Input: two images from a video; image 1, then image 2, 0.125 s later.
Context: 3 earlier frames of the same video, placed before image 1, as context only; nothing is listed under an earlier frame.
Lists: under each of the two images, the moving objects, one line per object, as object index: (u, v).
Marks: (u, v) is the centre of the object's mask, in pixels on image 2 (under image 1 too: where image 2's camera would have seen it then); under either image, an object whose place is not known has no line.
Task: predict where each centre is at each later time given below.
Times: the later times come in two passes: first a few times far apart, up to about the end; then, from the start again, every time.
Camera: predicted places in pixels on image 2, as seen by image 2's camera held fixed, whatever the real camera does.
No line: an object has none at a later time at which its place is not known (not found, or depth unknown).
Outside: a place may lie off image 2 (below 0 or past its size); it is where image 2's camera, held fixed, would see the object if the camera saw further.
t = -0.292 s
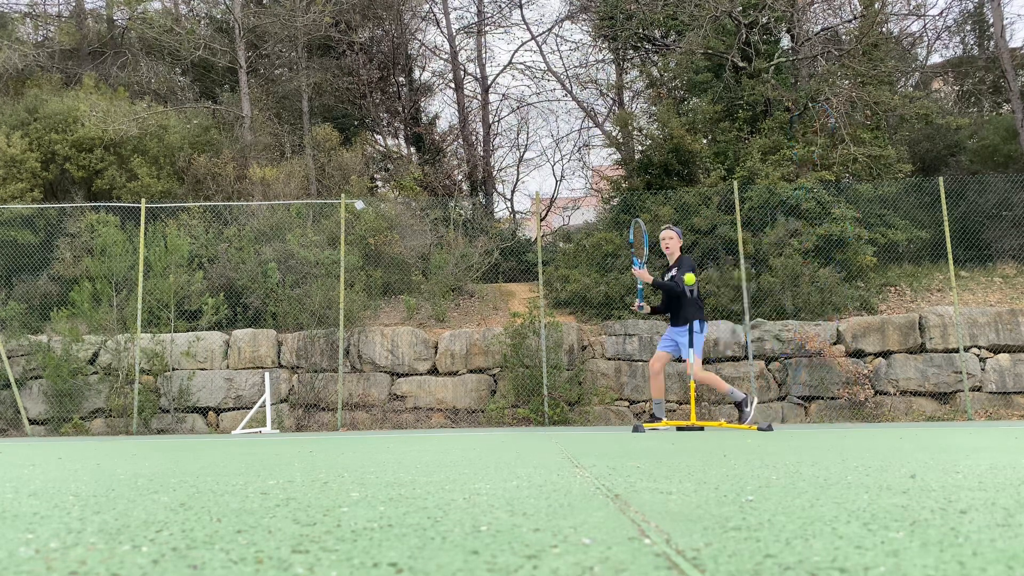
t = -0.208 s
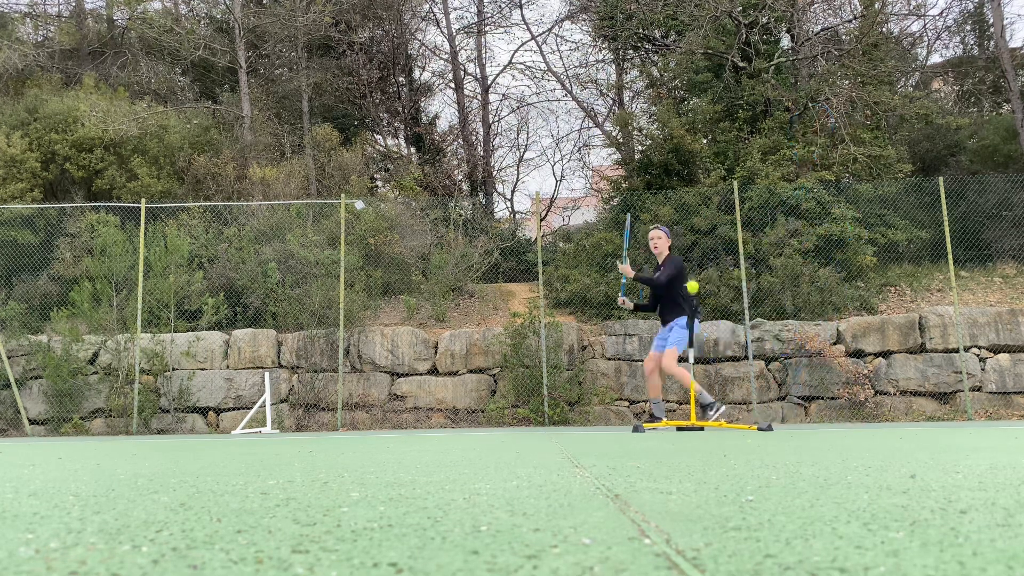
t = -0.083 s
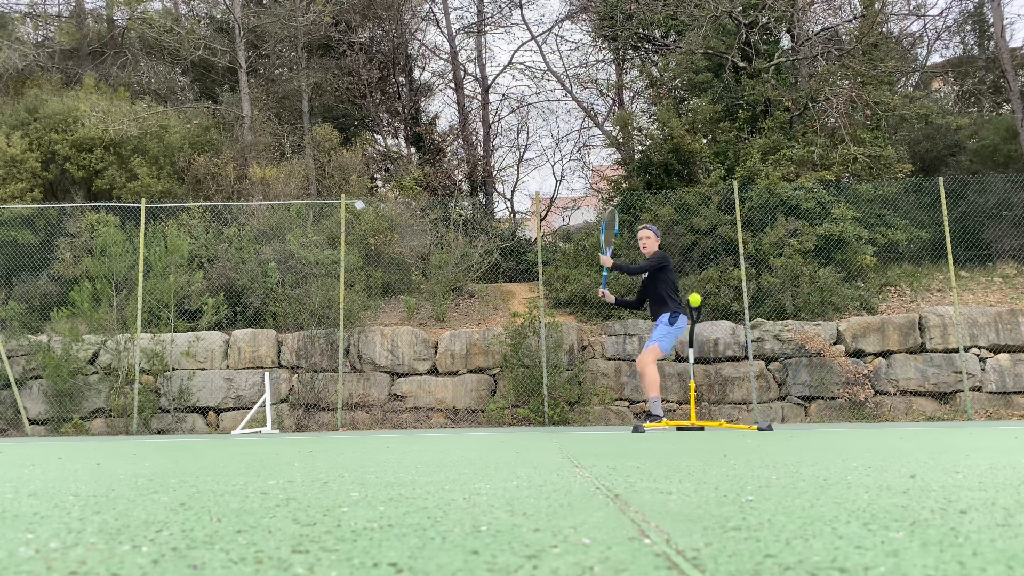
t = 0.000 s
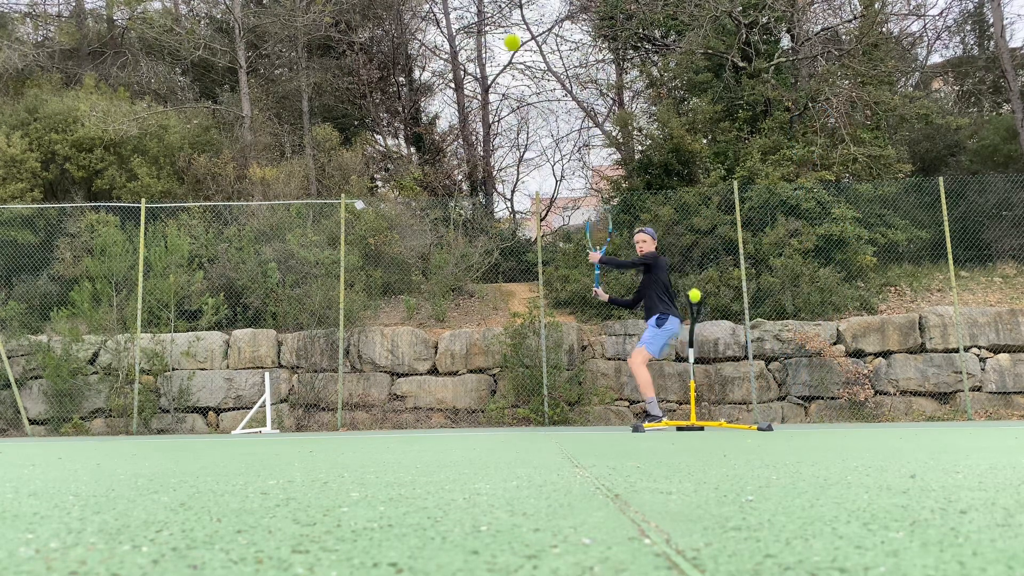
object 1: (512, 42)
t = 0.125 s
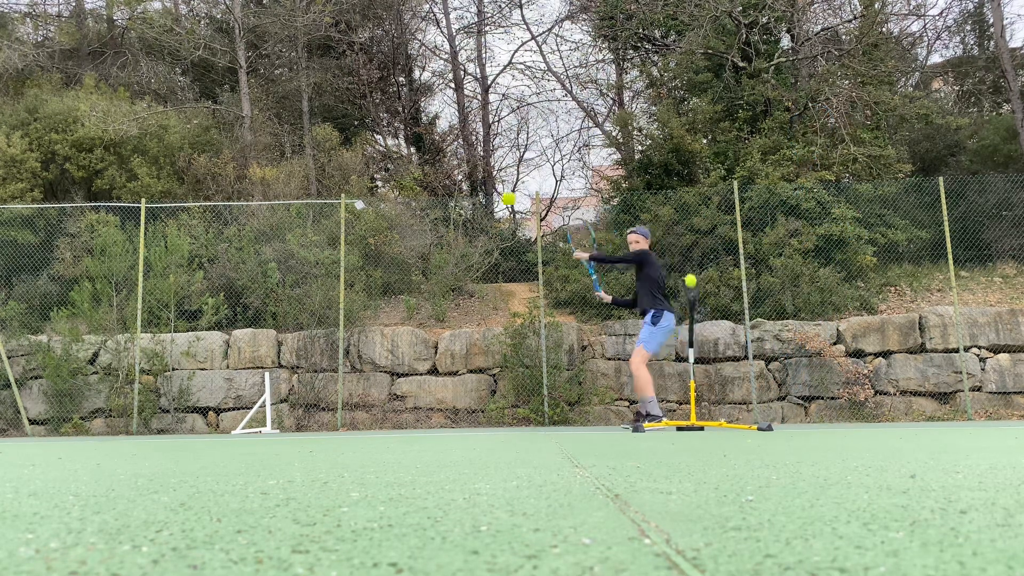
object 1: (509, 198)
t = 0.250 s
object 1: (506, 348)
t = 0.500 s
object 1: (505, 306)
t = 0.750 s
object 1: (507, 241)
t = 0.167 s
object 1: (508, 248)
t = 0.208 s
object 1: (507, 298)
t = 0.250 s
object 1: (506, 348)
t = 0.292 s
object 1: (505, 396)
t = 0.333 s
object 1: (505, 420)
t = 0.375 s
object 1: (505, 385)
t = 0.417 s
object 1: (505, 354)
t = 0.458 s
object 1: (505, 328)
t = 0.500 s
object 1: (505, 306)
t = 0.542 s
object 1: (505, 287)
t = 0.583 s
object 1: (505, 272)
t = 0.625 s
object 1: (506, 260)
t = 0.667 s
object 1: (506, 251)
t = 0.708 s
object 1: (507, 245)
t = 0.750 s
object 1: (507, 241)
